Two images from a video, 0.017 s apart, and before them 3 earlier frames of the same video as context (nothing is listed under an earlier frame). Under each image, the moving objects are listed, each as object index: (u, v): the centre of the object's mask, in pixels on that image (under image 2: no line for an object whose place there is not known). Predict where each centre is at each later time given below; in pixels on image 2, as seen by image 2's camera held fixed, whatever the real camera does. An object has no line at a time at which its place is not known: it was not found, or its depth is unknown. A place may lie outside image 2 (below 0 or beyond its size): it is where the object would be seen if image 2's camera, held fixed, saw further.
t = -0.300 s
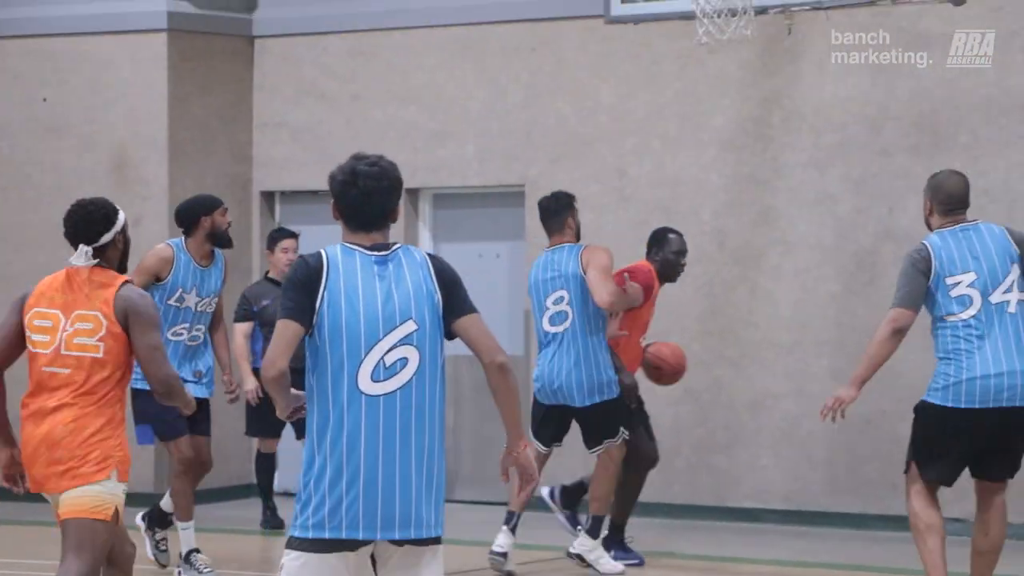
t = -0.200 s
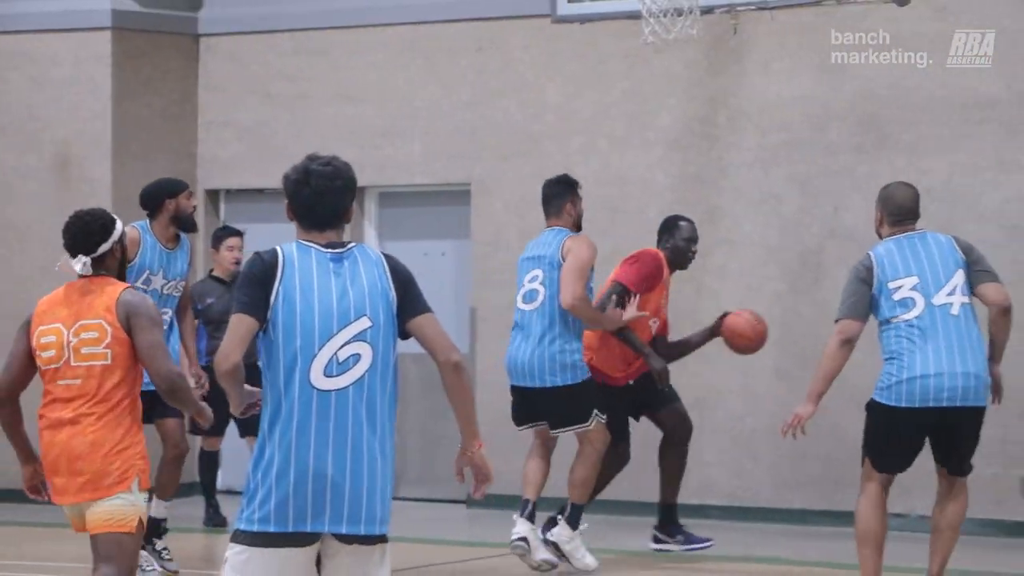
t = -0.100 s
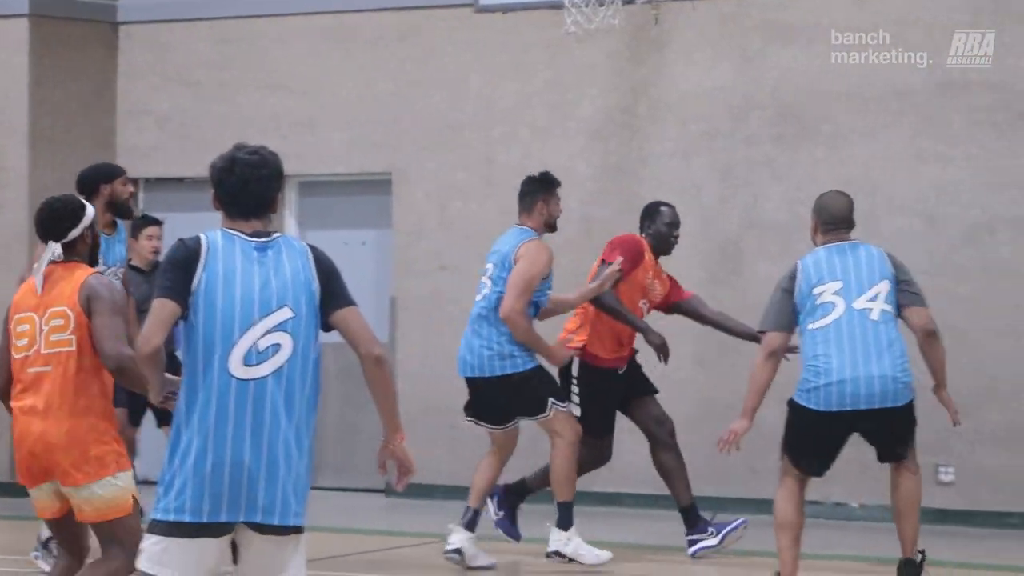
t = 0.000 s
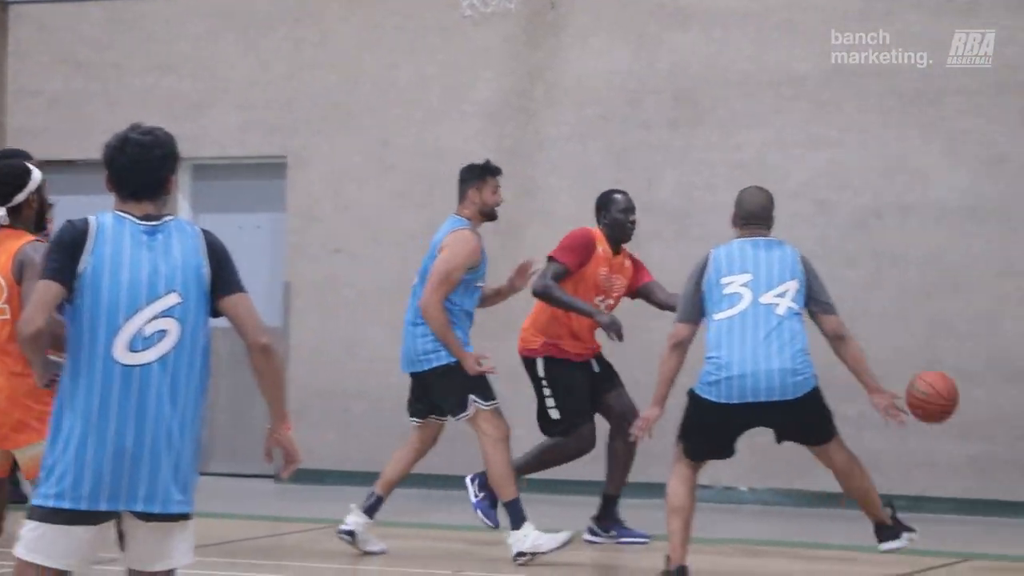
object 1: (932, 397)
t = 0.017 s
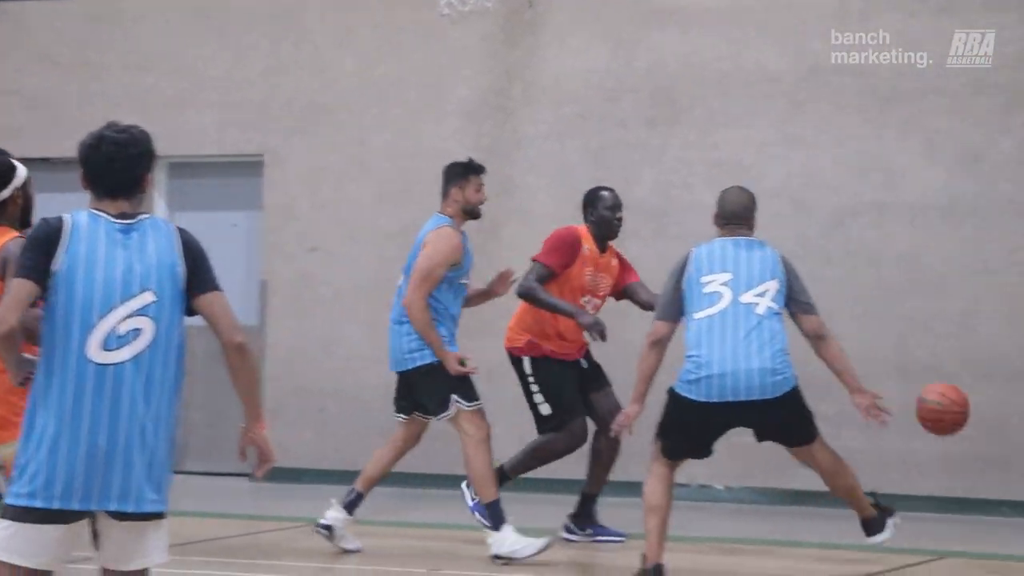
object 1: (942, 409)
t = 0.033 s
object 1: (978, 423)
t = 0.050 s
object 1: (1015, 439)
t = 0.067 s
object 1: (1052, 455)
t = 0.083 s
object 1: (1086, 473)
